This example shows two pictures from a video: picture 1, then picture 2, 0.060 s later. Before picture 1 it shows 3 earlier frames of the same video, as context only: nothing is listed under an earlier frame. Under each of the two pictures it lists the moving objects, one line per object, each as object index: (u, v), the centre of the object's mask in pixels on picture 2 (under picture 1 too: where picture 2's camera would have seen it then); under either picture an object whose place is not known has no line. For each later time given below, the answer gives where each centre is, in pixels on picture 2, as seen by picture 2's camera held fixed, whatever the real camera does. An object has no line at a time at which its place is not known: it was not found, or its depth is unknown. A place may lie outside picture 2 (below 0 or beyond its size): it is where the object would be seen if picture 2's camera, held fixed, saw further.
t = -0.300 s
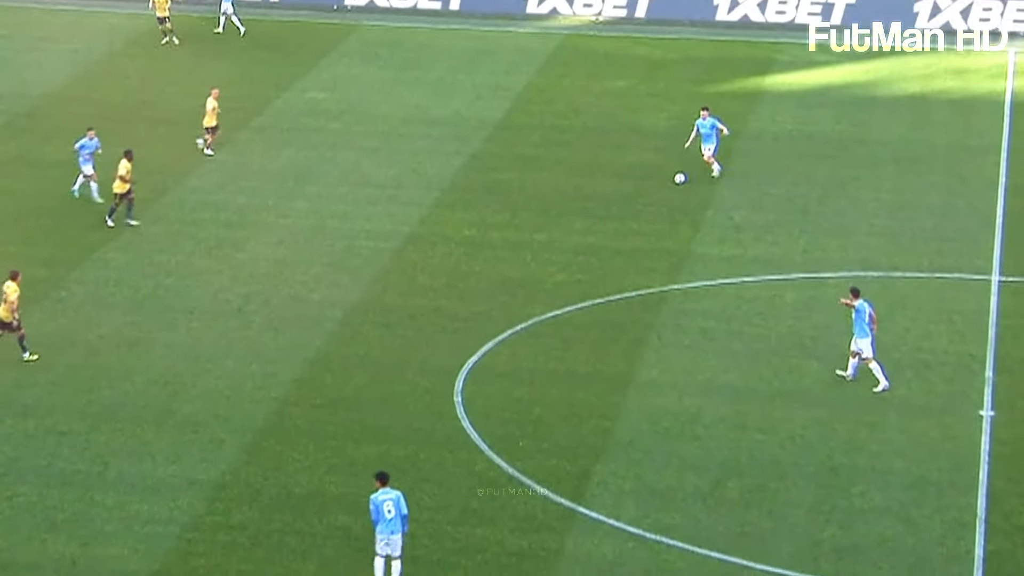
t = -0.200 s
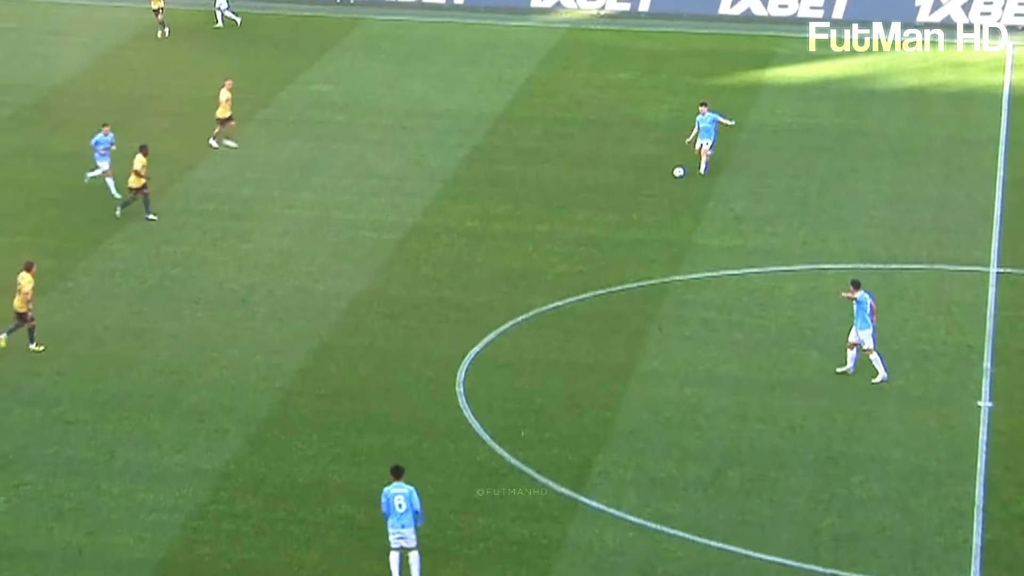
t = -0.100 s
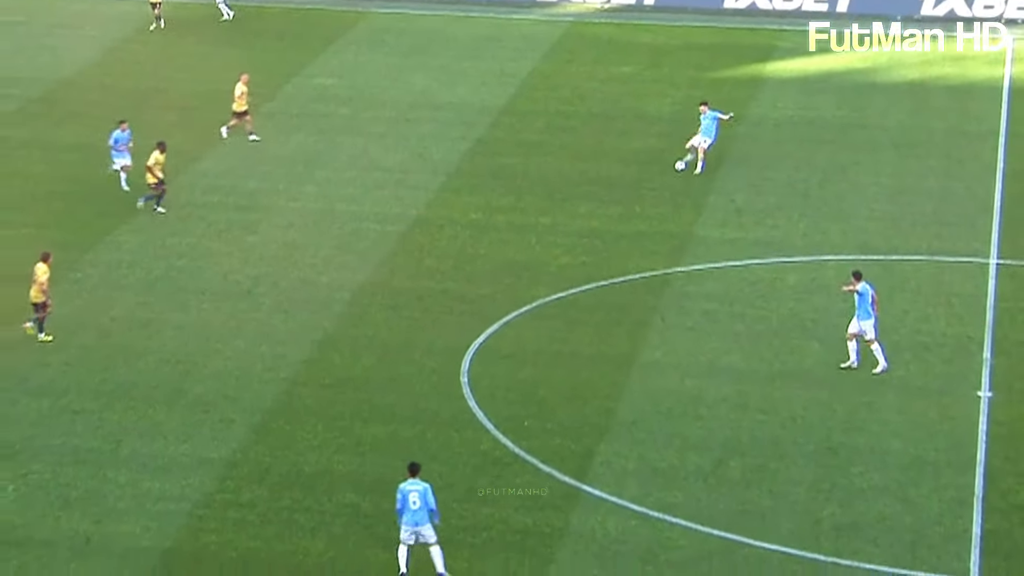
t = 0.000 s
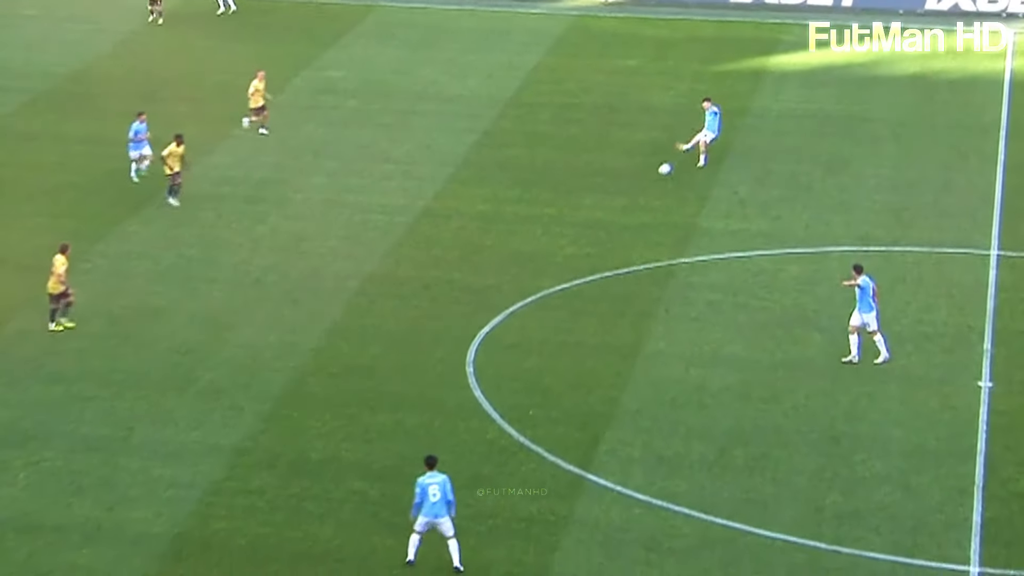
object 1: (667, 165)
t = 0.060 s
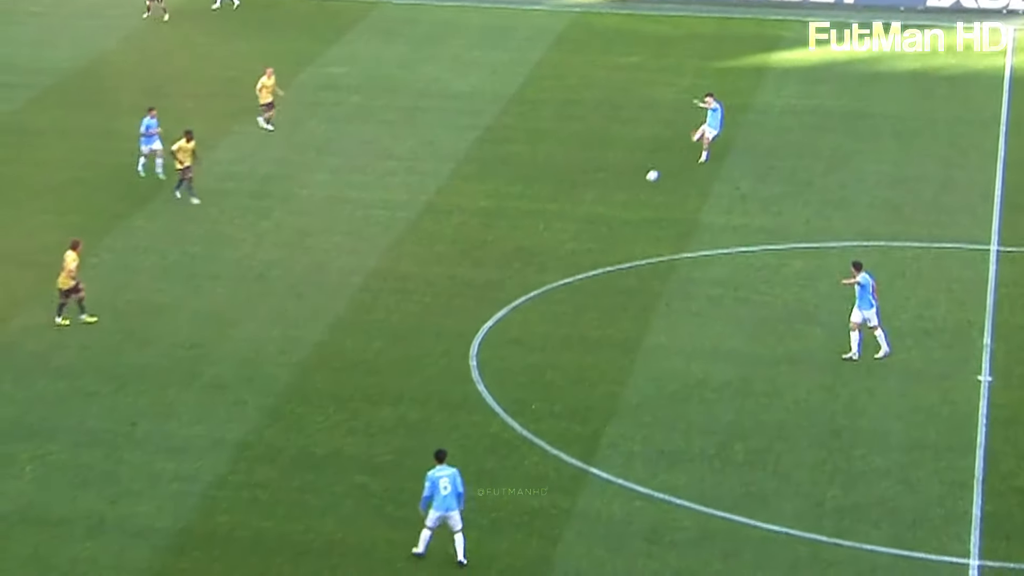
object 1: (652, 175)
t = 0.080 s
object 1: (647, 181)
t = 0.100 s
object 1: (643, 184)
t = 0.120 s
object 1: (638, 189)
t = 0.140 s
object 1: (634, 193)
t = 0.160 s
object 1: (629, 198)
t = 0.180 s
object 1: (625, 204)
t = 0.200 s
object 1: (620, 210)
